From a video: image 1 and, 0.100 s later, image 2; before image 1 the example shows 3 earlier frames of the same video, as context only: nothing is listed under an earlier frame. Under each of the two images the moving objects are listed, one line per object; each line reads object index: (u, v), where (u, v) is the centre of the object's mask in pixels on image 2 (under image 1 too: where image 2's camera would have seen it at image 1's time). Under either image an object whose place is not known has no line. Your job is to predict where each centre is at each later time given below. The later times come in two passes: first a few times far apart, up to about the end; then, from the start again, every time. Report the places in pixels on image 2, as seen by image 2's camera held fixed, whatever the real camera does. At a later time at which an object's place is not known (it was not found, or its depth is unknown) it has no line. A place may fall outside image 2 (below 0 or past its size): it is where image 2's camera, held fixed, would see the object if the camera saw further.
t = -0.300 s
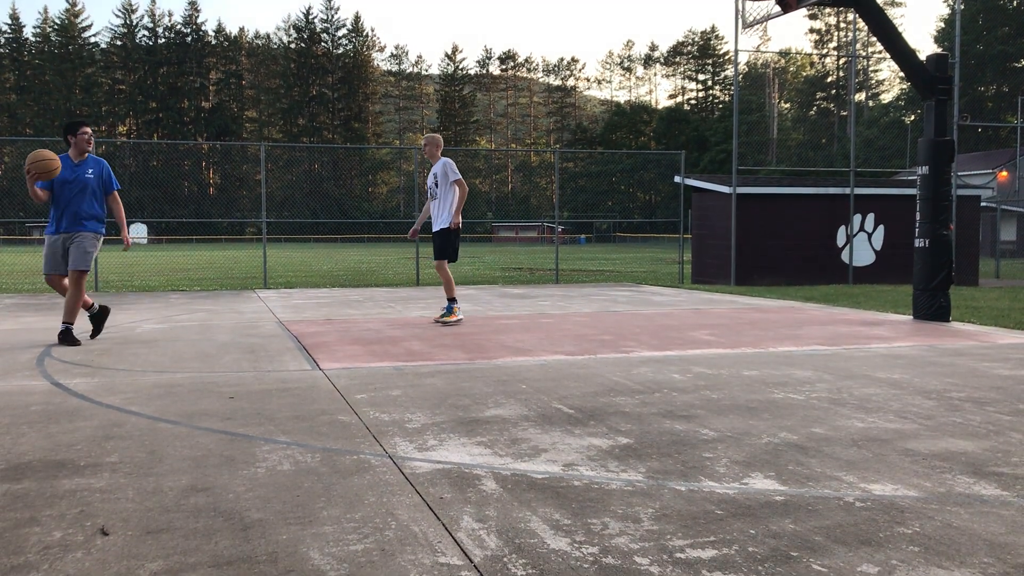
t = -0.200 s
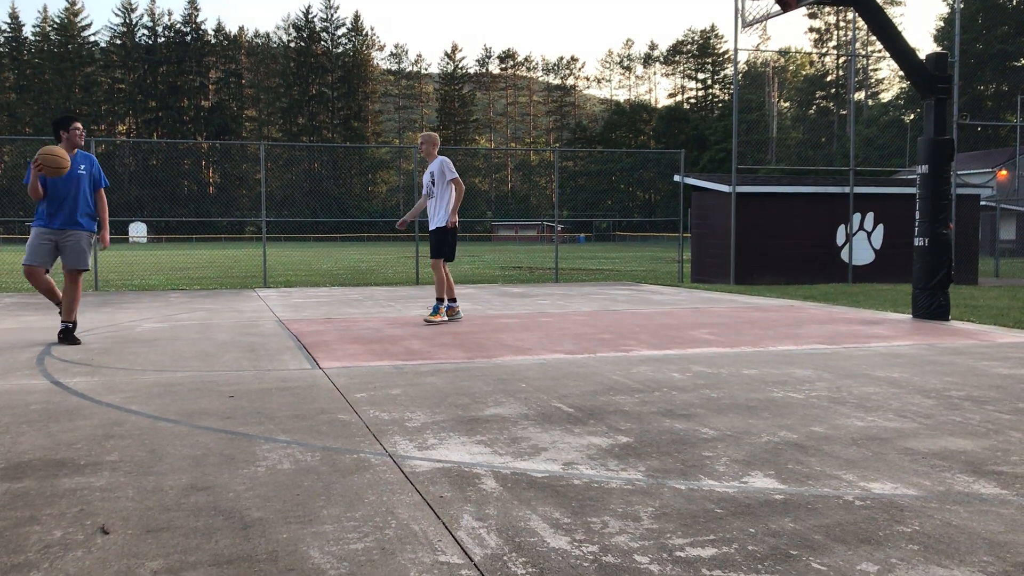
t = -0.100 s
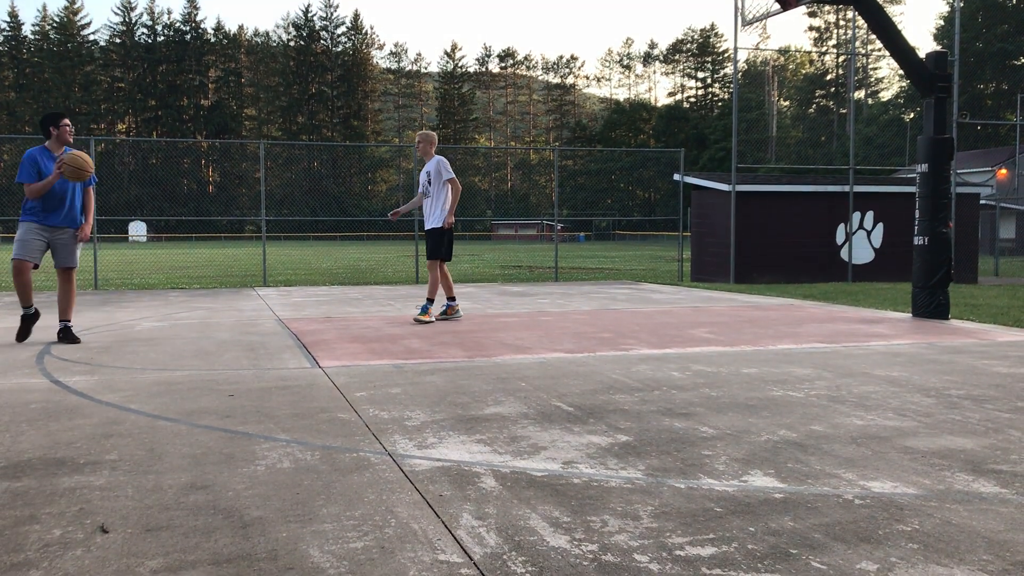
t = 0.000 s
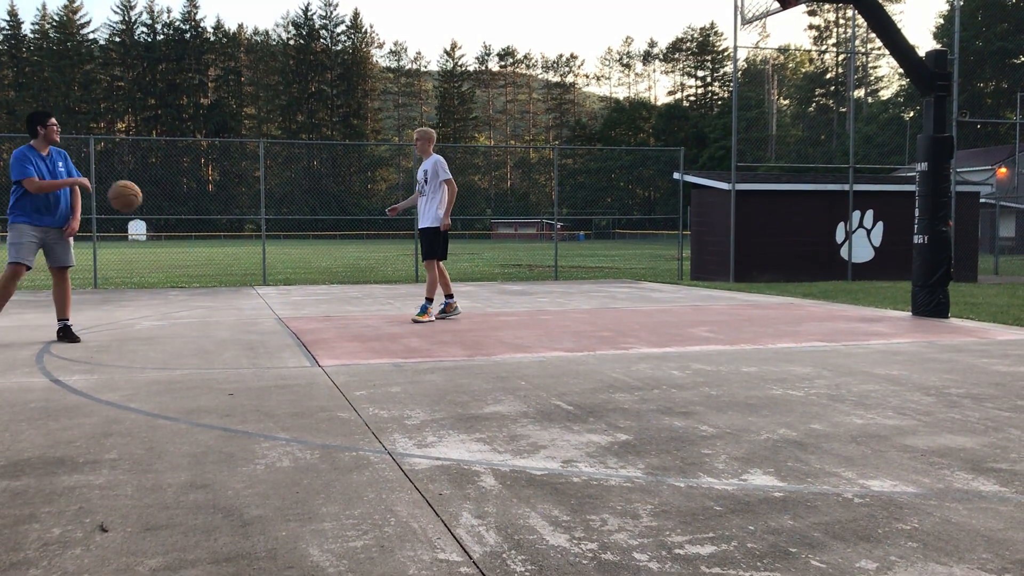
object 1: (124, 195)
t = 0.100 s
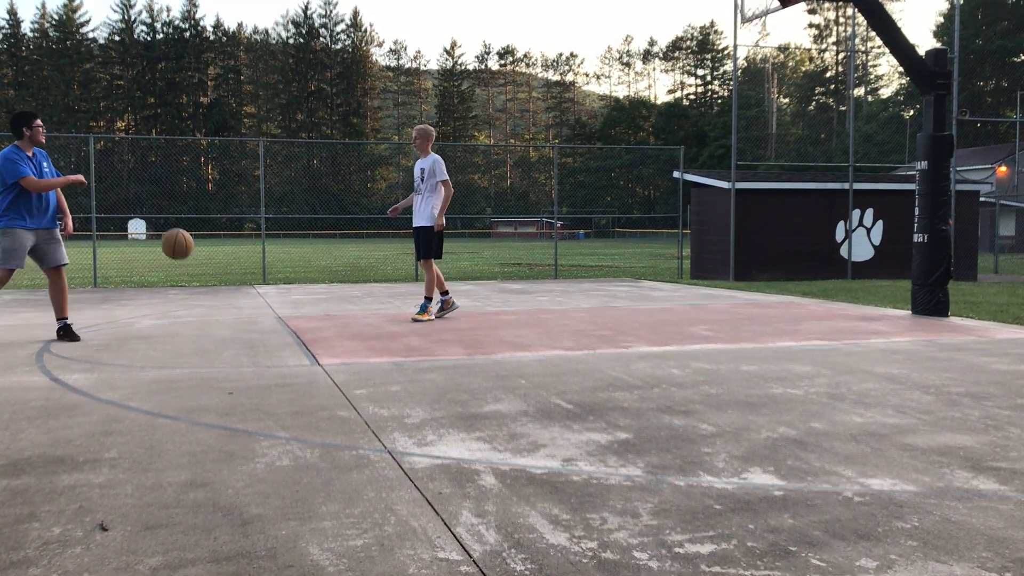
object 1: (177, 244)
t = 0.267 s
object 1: (248, 301)
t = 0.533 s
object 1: (297, 202)
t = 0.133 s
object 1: (194, 263)
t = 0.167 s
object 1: (211, 282)
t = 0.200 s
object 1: (227, 303)
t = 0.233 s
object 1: (241, 320)
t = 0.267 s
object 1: (248, 301)
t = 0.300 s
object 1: (254, 284)
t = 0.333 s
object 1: (261, 268)
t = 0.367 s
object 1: (267, 254)
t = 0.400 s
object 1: (273, 241)
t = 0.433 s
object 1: (279, 229)
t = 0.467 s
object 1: (285, 219)
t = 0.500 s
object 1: (291, 210)
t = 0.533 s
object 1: (297, 202)
